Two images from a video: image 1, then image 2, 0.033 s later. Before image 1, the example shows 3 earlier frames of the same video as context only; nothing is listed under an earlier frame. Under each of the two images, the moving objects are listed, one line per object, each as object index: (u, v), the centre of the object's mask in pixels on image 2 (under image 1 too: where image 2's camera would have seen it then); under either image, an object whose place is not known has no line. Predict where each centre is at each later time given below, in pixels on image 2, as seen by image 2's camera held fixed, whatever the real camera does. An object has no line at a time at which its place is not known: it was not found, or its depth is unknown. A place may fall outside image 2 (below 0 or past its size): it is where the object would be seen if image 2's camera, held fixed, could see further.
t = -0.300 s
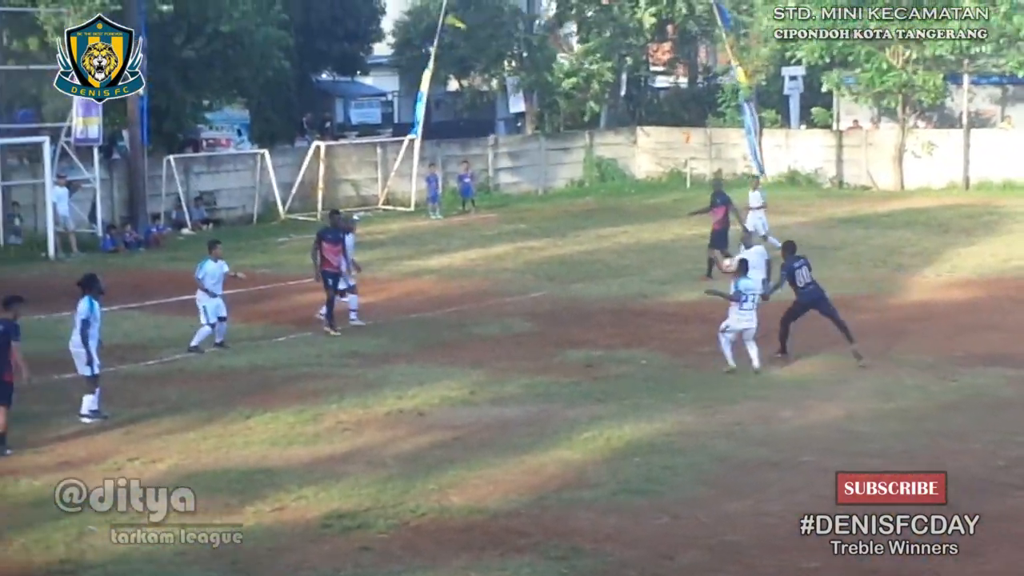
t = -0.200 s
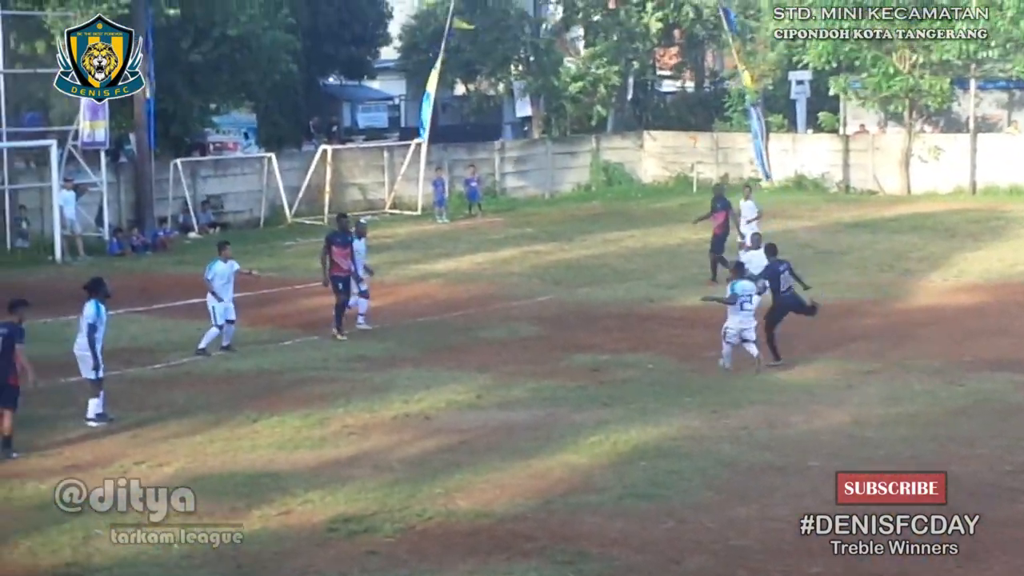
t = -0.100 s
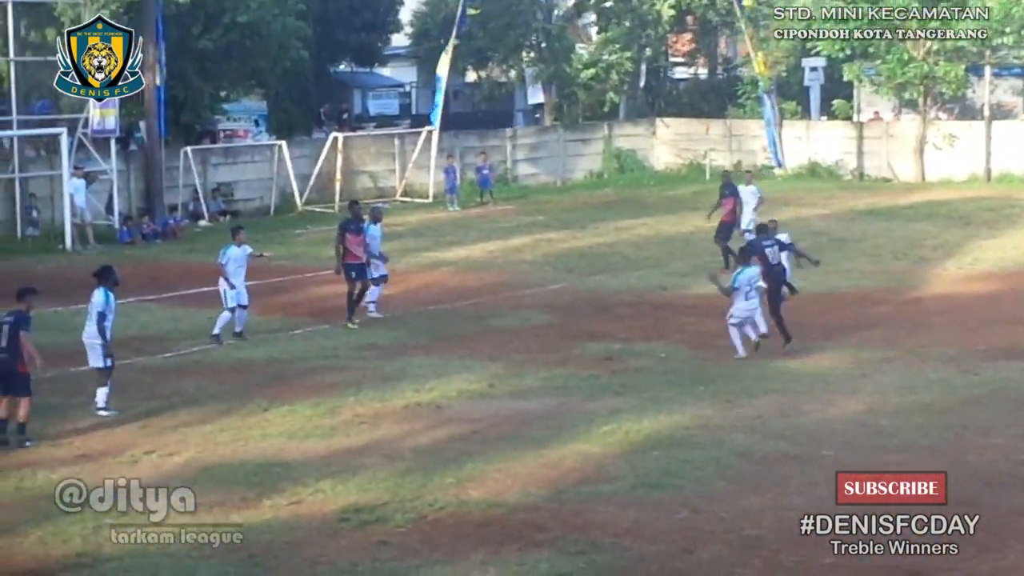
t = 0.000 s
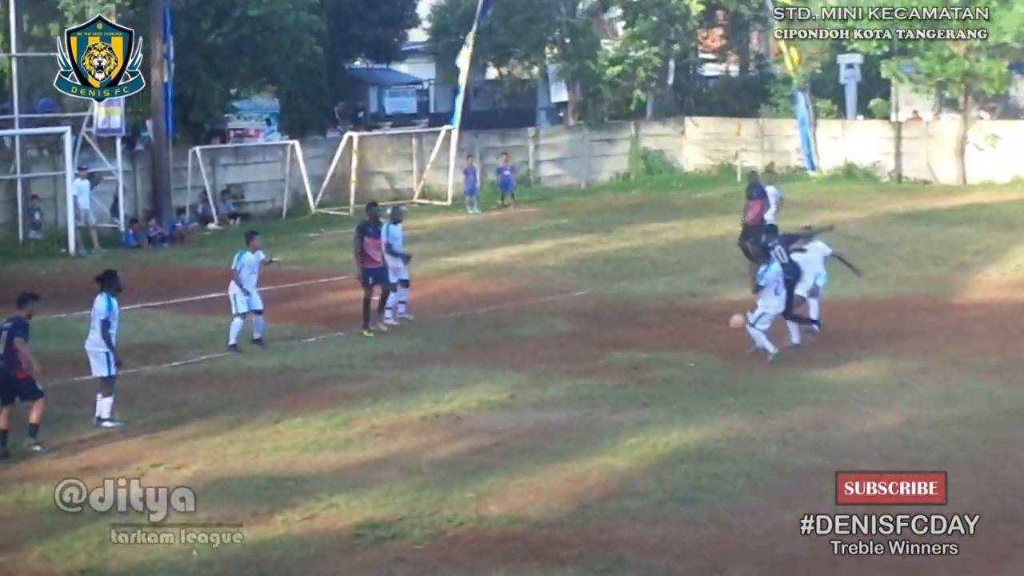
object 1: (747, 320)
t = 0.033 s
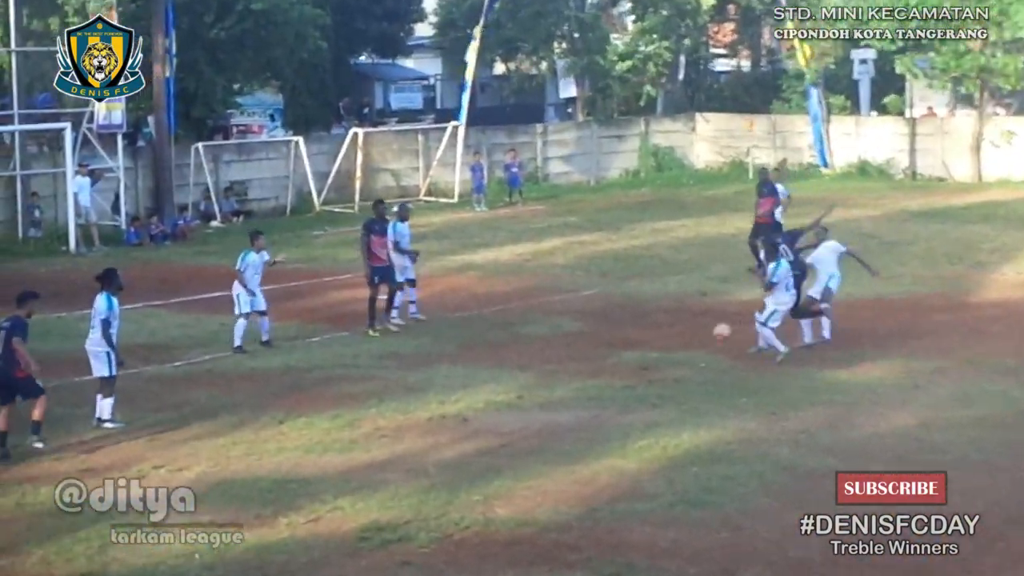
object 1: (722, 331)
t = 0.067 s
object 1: (695, 343)
